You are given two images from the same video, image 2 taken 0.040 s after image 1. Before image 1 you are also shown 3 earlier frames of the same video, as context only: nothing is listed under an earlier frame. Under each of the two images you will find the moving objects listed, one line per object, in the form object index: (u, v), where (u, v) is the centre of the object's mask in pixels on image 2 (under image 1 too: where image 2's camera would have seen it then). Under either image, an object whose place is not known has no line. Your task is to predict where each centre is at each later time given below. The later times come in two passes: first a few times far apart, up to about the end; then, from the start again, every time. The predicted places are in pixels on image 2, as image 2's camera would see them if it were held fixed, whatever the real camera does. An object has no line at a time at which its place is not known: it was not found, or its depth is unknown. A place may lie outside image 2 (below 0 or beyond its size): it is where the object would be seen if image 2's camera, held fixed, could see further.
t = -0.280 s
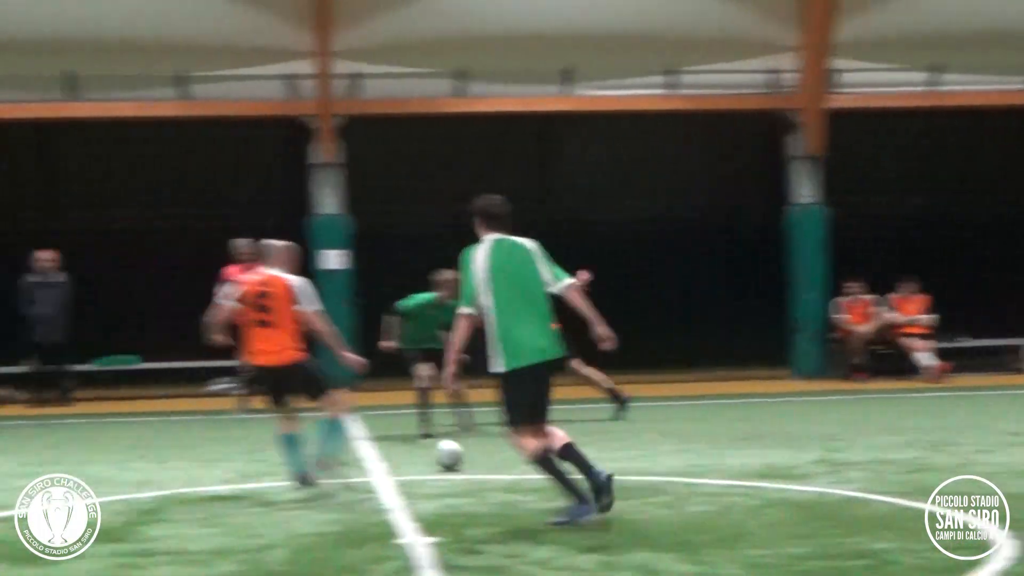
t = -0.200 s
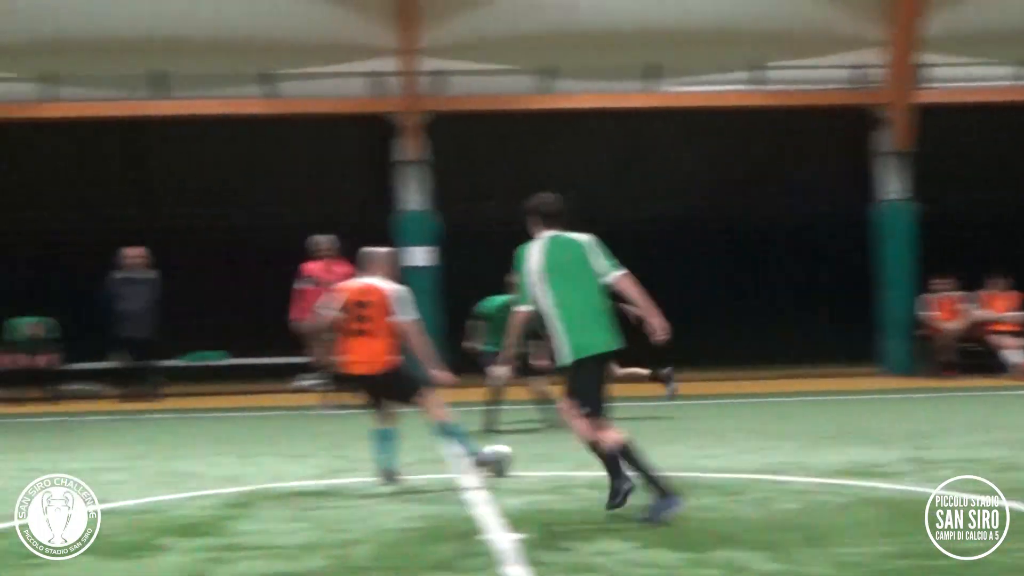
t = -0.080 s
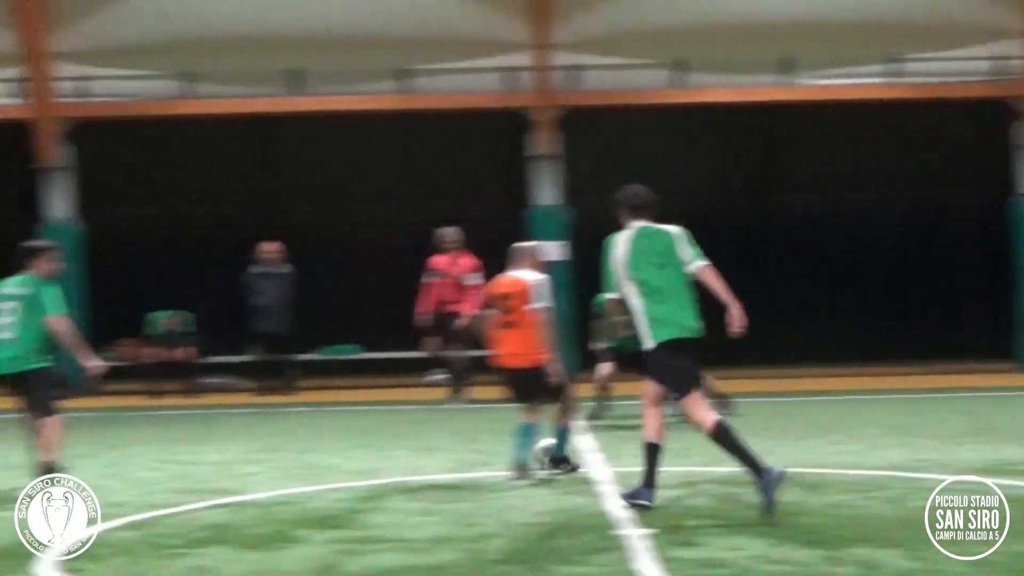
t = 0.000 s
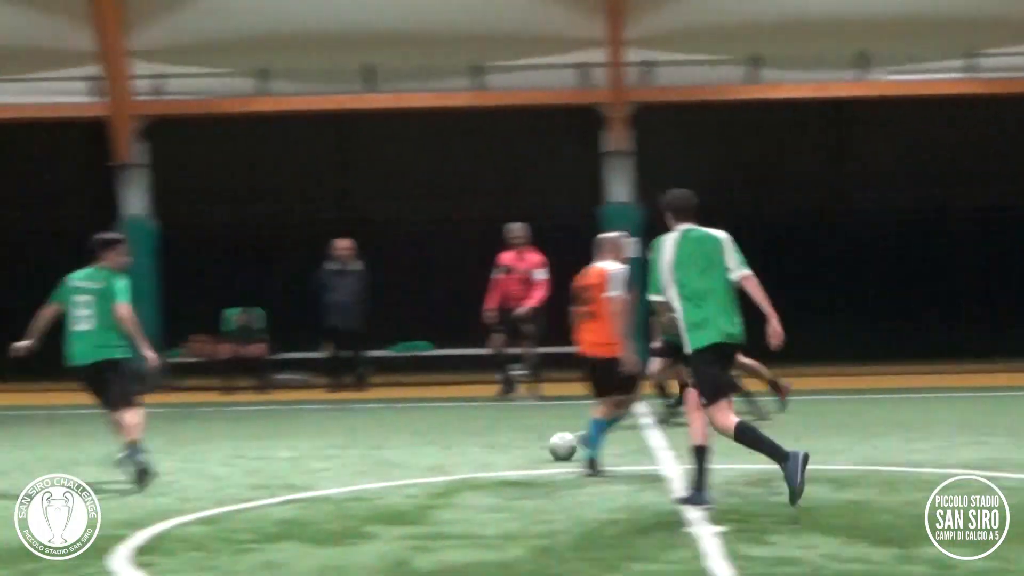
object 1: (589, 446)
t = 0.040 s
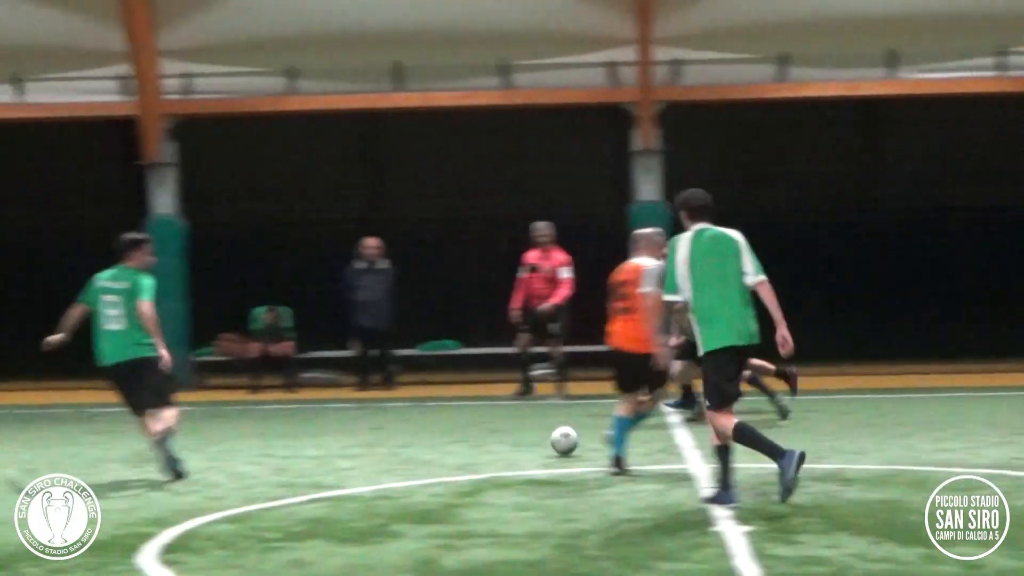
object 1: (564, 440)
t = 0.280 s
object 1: (436, 431)
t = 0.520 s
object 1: (340, 425)
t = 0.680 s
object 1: (287, 423)
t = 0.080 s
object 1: (540, 437)
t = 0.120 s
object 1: (517, 437)
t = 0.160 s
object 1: (496, 435)
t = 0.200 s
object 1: (476, 432)
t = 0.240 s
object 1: (455, 431)
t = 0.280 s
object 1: (436, 431)
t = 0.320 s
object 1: (419, 428)
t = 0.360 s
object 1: (402, 426)
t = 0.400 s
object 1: (385, 427)
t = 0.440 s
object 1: (369, 426)
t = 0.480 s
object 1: (354, 425)
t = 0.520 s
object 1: (340, 425)
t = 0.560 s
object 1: (326, 424)
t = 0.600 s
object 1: (313, 424)
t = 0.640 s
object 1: (300, 423)
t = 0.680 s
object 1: (287, 423)
